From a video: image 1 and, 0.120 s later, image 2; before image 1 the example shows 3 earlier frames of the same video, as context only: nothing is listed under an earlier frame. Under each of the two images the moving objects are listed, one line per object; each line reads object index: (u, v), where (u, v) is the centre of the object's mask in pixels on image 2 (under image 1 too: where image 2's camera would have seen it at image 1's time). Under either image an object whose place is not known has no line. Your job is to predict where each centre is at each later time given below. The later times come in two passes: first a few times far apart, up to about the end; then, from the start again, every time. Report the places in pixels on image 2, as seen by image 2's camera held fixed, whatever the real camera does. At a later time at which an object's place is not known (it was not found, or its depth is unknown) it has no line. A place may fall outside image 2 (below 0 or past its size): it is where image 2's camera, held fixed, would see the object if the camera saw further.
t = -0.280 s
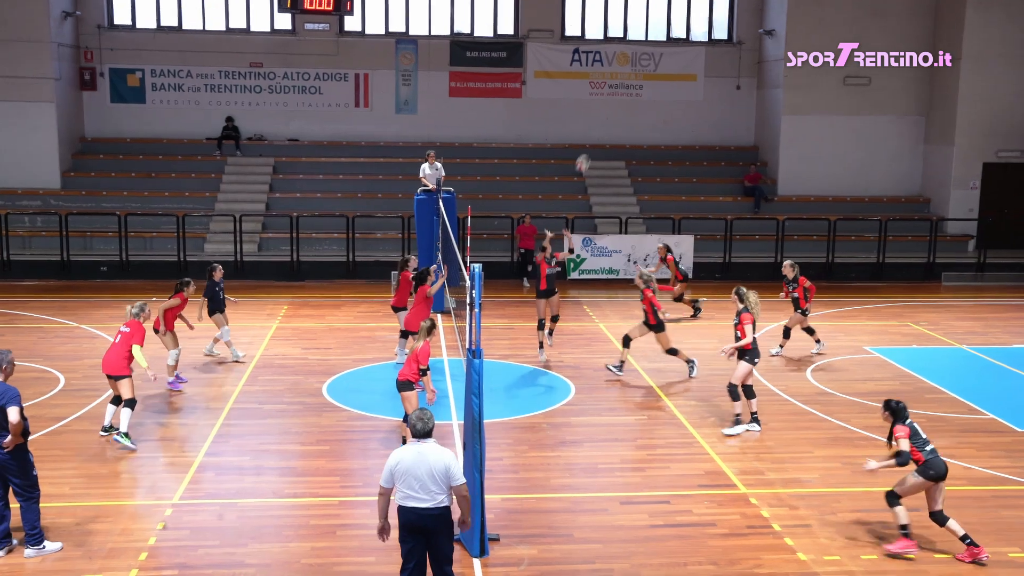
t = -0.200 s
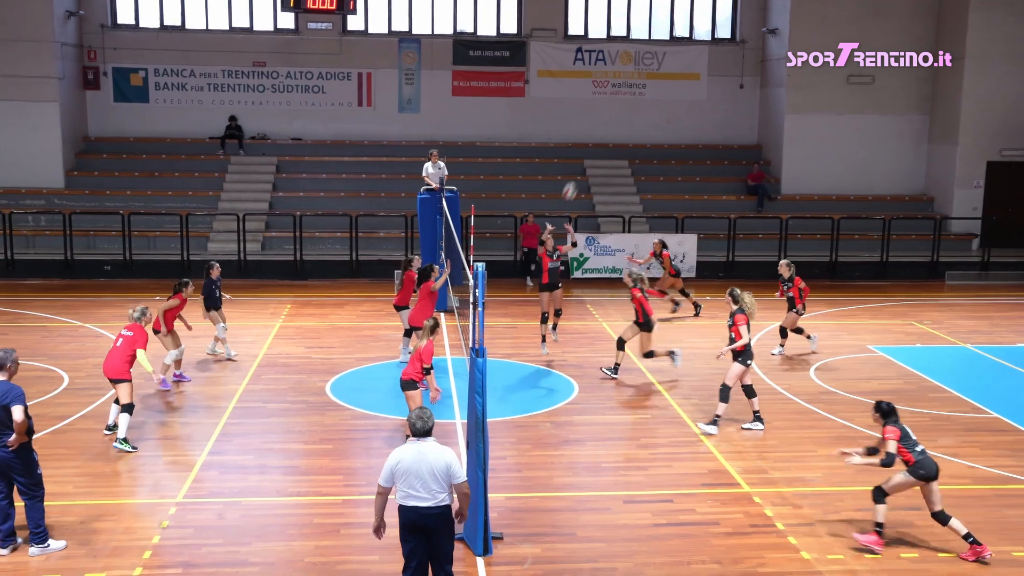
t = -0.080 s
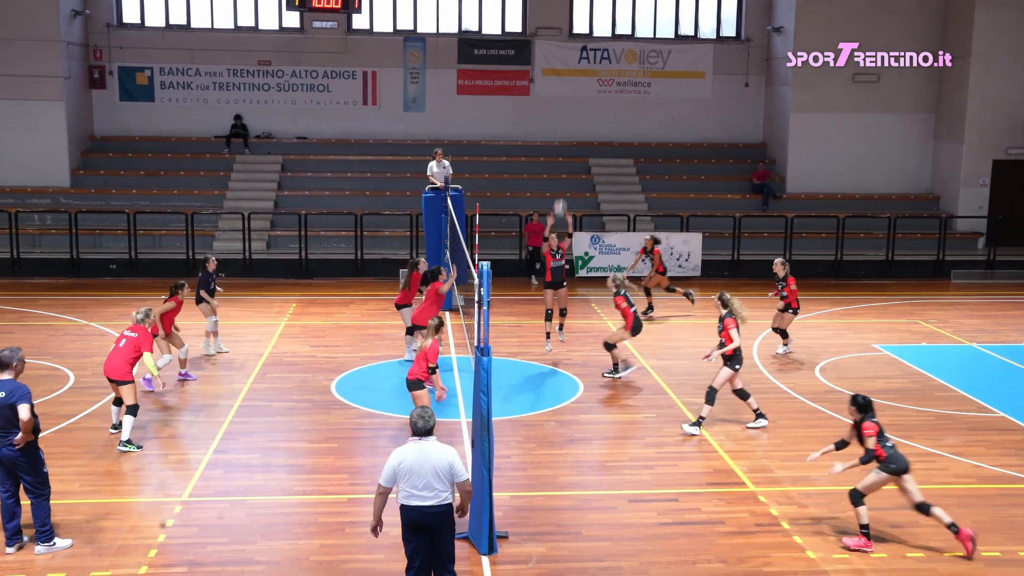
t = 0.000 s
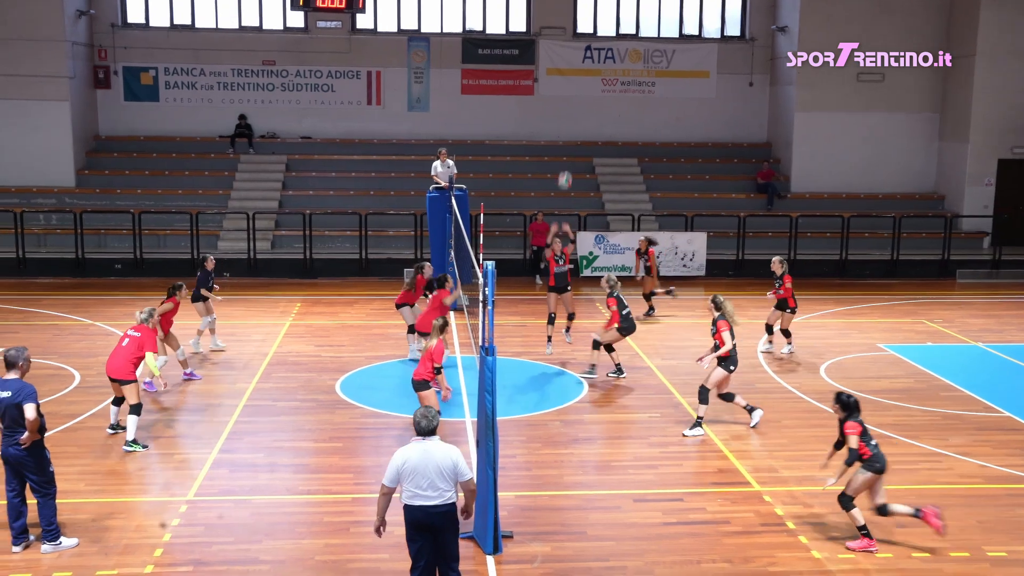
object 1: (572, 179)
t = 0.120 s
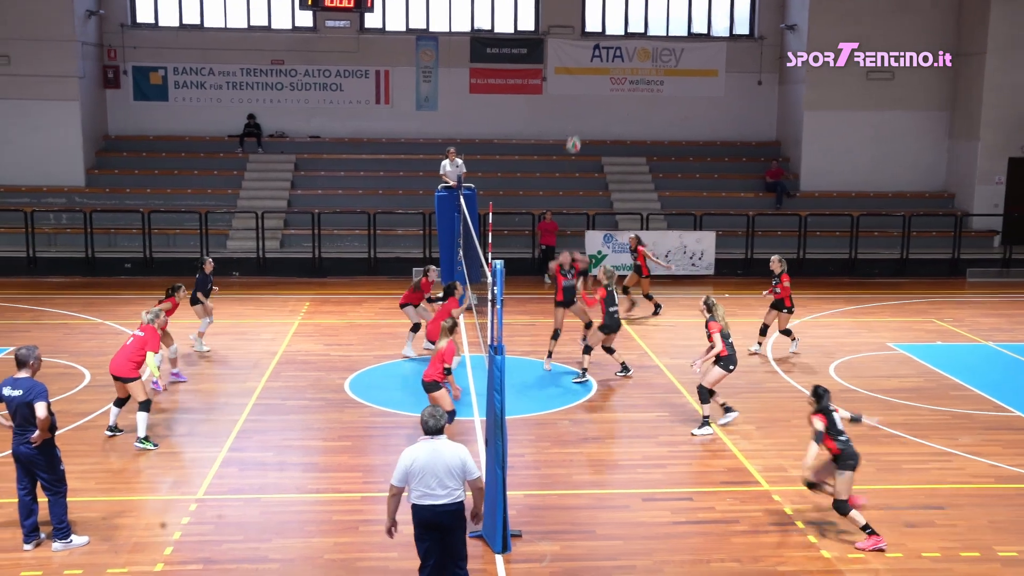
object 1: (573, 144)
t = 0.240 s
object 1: (575, 118)
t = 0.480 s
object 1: (577, 94)
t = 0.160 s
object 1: (574, 135)
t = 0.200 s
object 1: (574, 126)
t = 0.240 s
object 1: (575, 118)
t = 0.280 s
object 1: (576, 111)
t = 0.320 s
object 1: (576, 105)
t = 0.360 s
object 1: (577, 101)
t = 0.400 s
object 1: (577, 97)
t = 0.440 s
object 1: (577, 95)
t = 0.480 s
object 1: (577, 94)
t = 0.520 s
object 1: (578, 94)
